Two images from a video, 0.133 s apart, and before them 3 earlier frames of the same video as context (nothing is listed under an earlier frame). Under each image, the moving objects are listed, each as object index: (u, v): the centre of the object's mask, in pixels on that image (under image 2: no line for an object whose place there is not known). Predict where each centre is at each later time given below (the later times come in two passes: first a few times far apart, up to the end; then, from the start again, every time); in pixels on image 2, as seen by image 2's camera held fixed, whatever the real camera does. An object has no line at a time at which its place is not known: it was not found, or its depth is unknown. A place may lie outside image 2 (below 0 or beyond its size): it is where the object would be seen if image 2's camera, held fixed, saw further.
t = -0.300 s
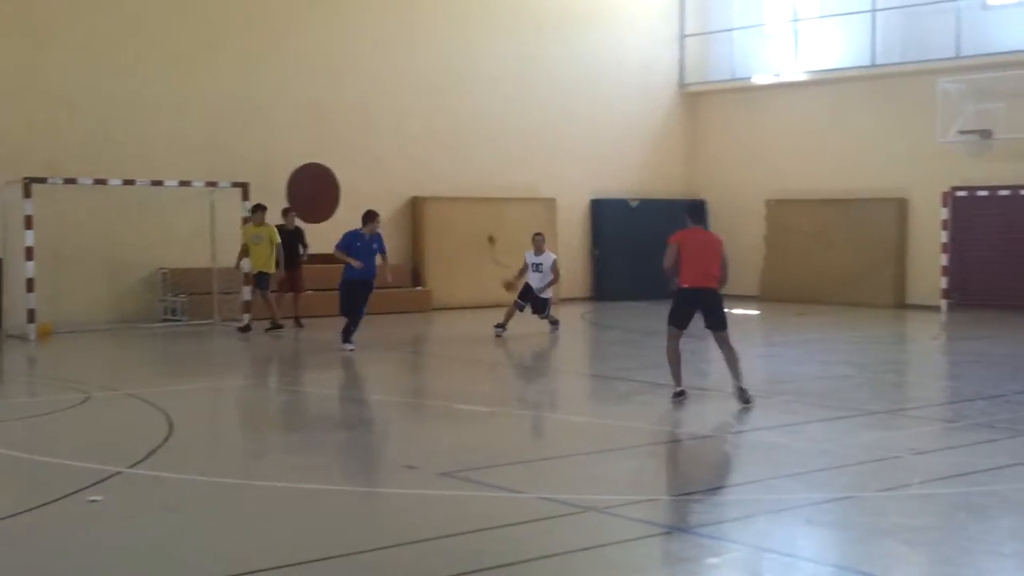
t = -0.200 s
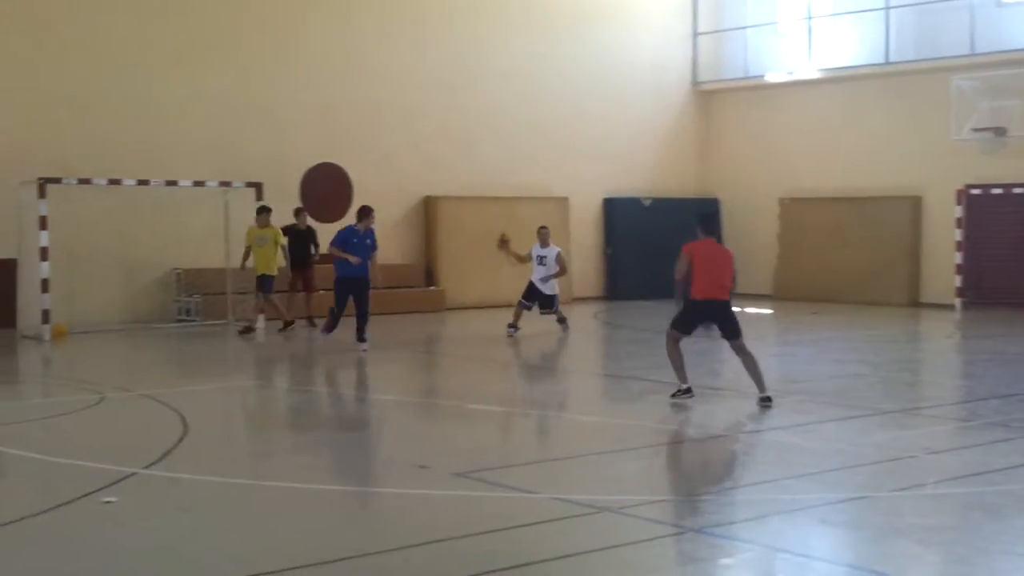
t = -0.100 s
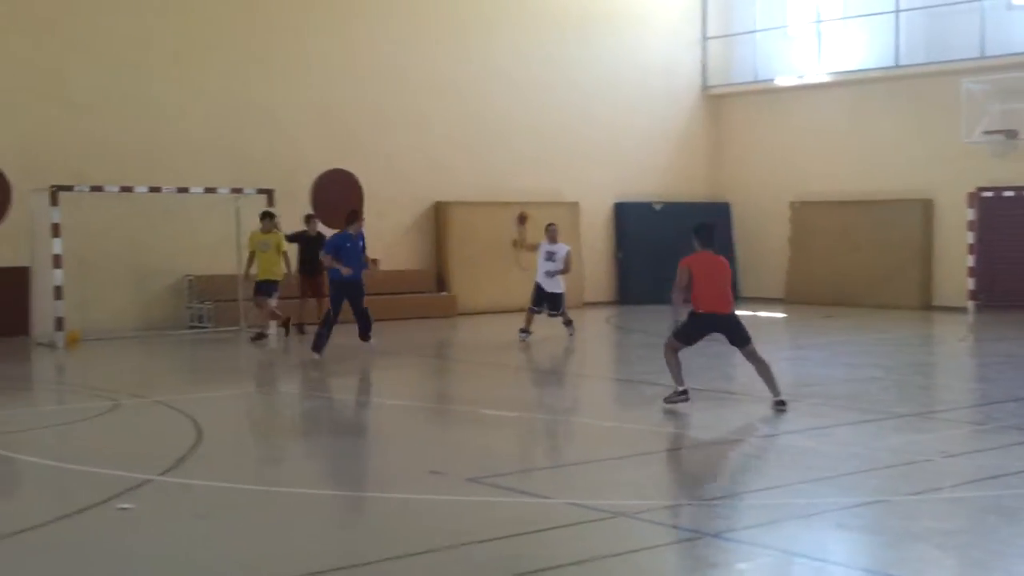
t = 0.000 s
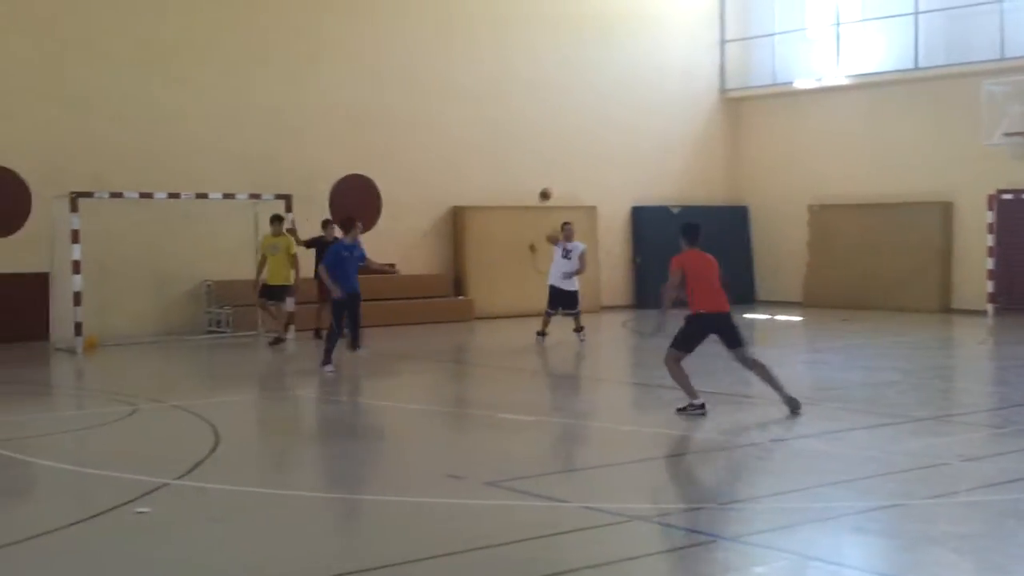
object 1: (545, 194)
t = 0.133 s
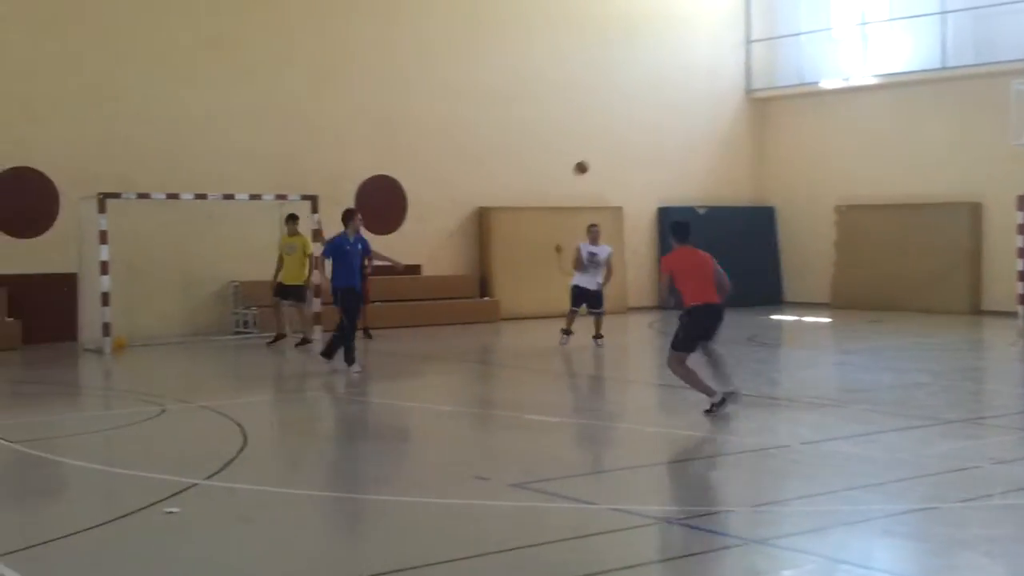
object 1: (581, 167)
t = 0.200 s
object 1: (586, 157)
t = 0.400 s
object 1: (602, 144)
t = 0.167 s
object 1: (583, 162)
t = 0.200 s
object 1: (586, 157)
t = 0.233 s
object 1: (588, 153)
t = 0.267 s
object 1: (591, 149)
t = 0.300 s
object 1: (594, 147)
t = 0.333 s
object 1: (597, 145)
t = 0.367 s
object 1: (600, 144)
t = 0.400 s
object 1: (602, 144)
